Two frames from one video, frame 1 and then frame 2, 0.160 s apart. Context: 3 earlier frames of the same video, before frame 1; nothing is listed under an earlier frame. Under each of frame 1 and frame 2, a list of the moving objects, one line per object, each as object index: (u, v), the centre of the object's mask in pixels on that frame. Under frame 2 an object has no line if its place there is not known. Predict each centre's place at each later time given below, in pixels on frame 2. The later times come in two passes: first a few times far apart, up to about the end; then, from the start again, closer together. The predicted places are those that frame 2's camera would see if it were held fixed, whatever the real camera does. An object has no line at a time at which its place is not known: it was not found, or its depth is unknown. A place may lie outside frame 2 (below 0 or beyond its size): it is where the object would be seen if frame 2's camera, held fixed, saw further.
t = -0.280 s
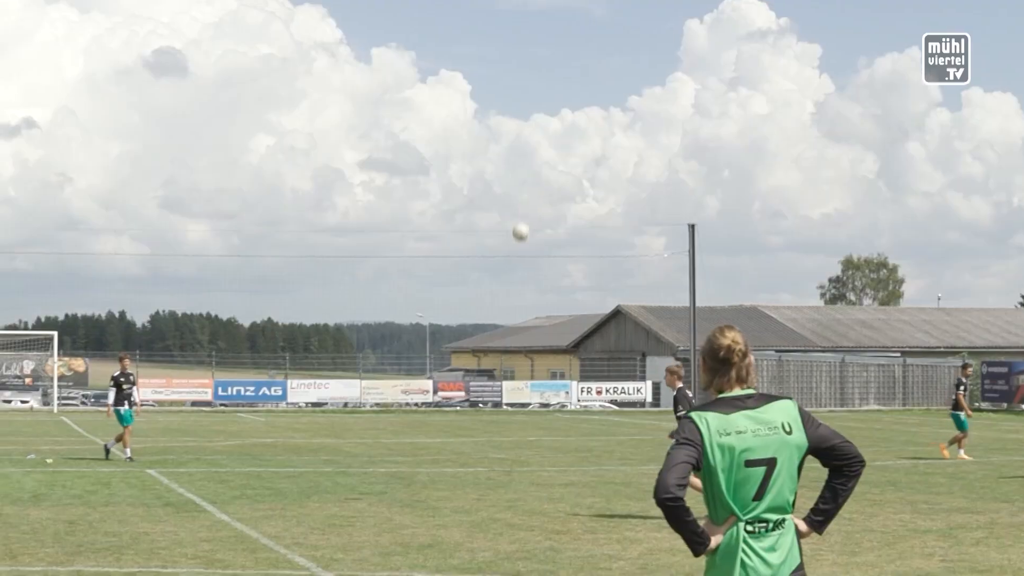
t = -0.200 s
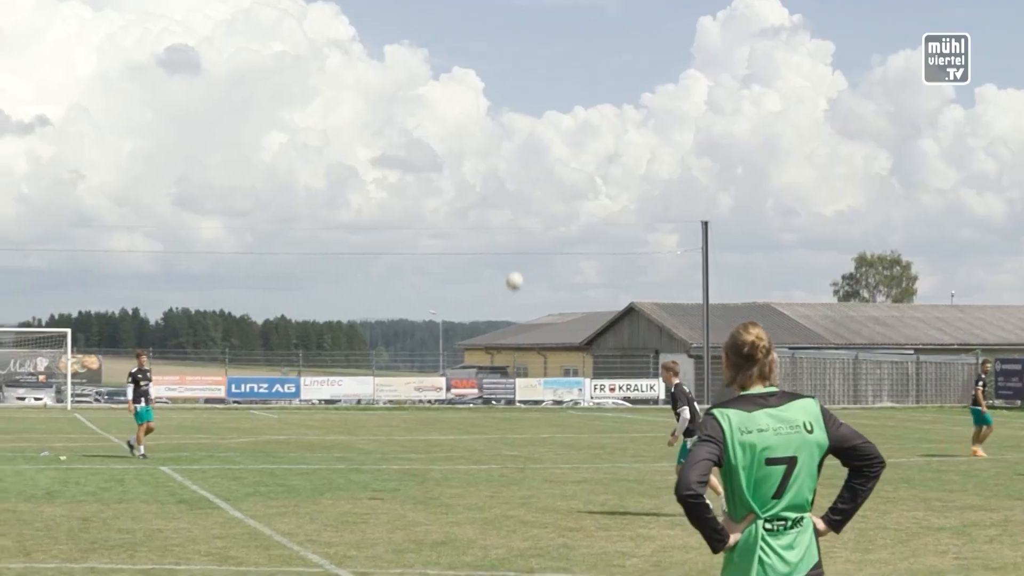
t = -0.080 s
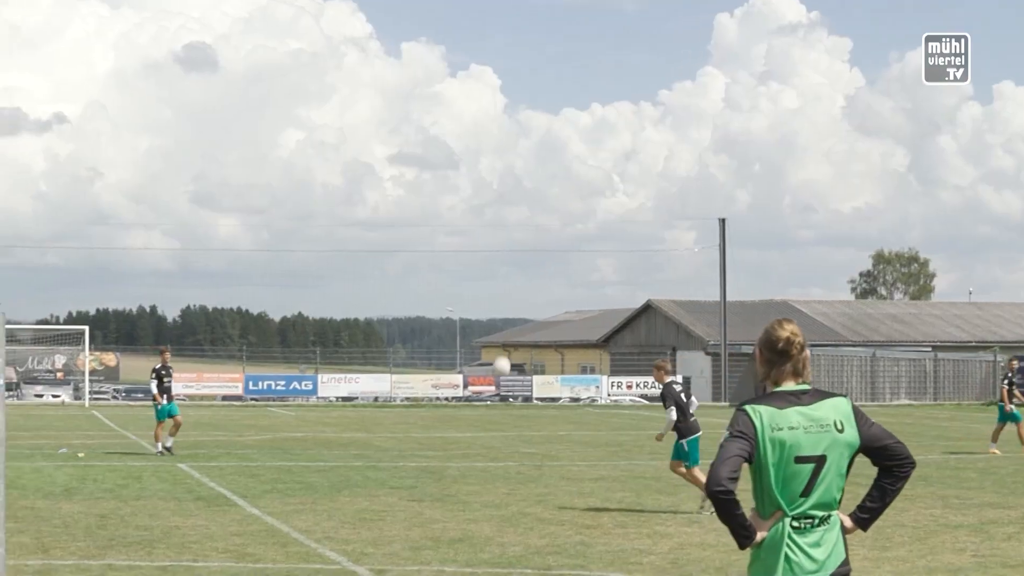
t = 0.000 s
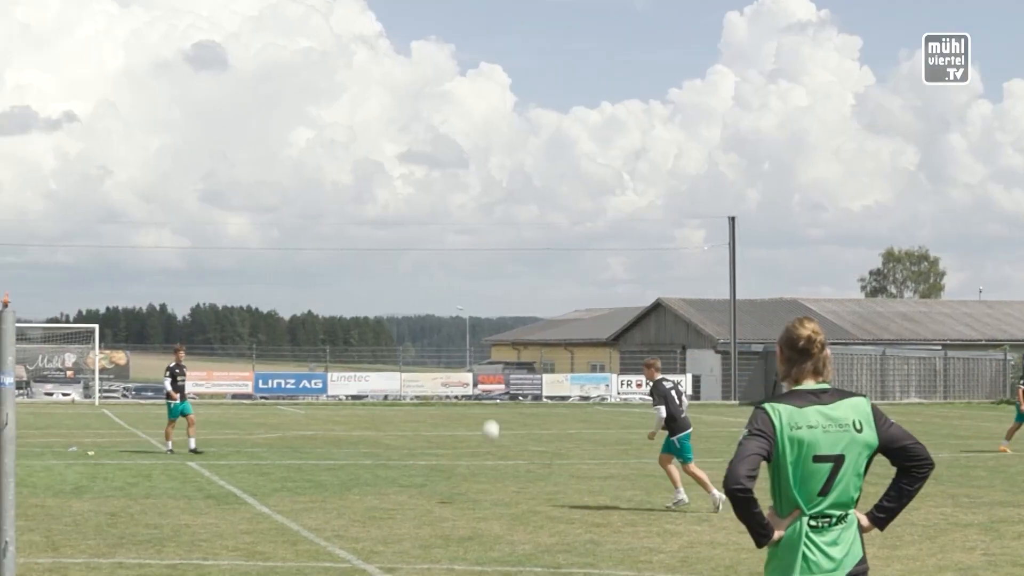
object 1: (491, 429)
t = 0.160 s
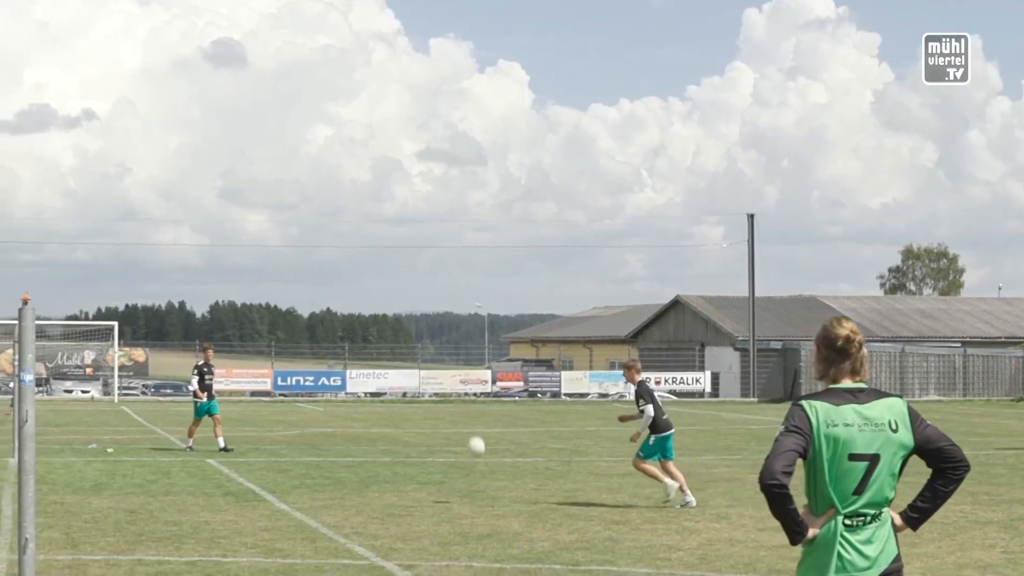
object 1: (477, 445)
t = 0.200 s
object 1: (471, 421)
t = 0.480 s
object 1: (430, 287)
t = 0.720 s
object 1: (394, 224)
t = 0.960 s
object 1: (356, 209)
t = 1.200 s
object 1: (317, 242)
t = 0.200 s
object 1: (471, 421)
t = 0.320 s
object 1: (453, 355)
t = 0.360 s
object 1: (447, 336)
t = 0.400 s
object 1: (441, 319)
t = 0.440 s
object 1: (436, 302)
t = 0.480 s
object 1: (430, 287)
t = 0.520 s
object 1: (424, 273)
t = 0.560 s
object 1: (418, 261)
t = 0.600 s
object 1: (412, 249)
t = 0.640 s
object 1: (406, 240)
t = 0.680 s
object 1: (400, 231)
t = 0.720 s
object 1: (394, 224)
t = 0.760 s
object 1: (388, 218)
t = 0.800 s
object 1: (382, 213)
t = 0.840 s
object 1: (376, 210)
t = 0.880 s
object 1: (369, 208)
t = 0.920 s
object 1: (363, 208)
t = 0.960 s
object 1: (356, 209)
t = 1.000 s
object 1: (349, 211)
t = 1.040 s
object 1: (343, 214)
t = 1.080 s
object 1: (336, 219)
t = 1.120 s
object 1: (330, 226)
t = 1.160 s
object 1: (323, 233)
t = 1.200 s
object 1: (317, 242)
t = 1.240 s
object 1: (310, 253)
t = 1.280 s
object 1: (304, 265)
